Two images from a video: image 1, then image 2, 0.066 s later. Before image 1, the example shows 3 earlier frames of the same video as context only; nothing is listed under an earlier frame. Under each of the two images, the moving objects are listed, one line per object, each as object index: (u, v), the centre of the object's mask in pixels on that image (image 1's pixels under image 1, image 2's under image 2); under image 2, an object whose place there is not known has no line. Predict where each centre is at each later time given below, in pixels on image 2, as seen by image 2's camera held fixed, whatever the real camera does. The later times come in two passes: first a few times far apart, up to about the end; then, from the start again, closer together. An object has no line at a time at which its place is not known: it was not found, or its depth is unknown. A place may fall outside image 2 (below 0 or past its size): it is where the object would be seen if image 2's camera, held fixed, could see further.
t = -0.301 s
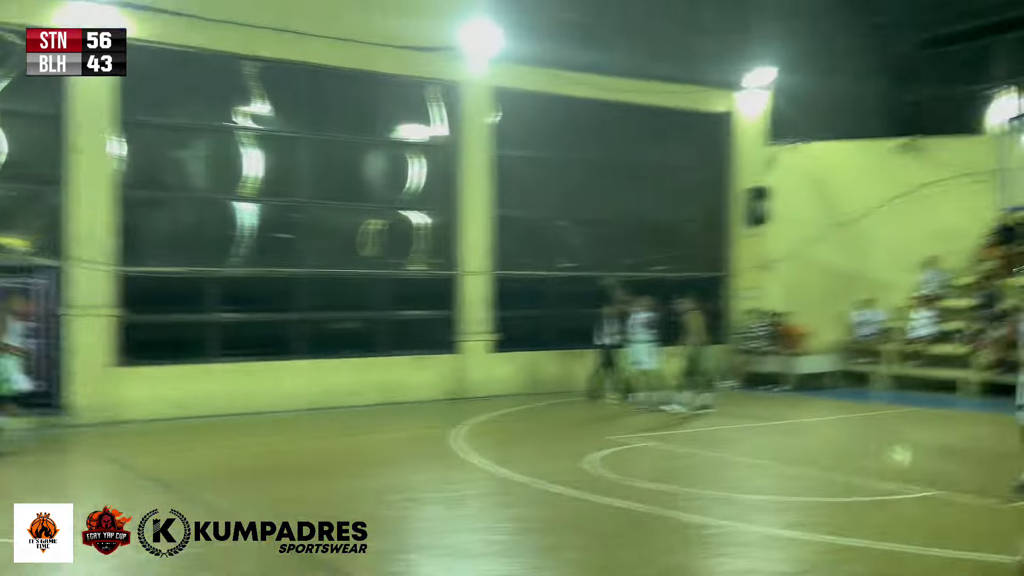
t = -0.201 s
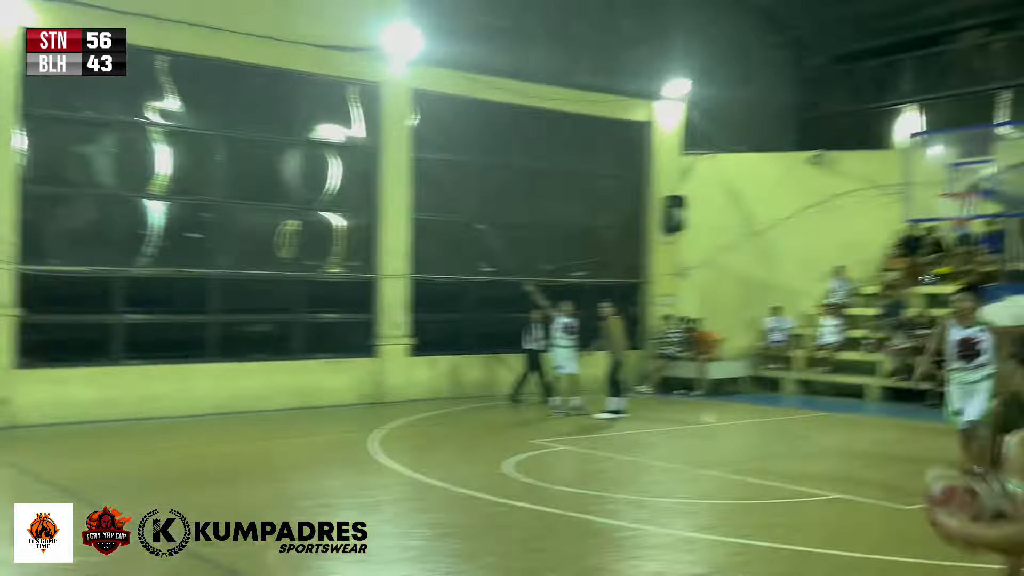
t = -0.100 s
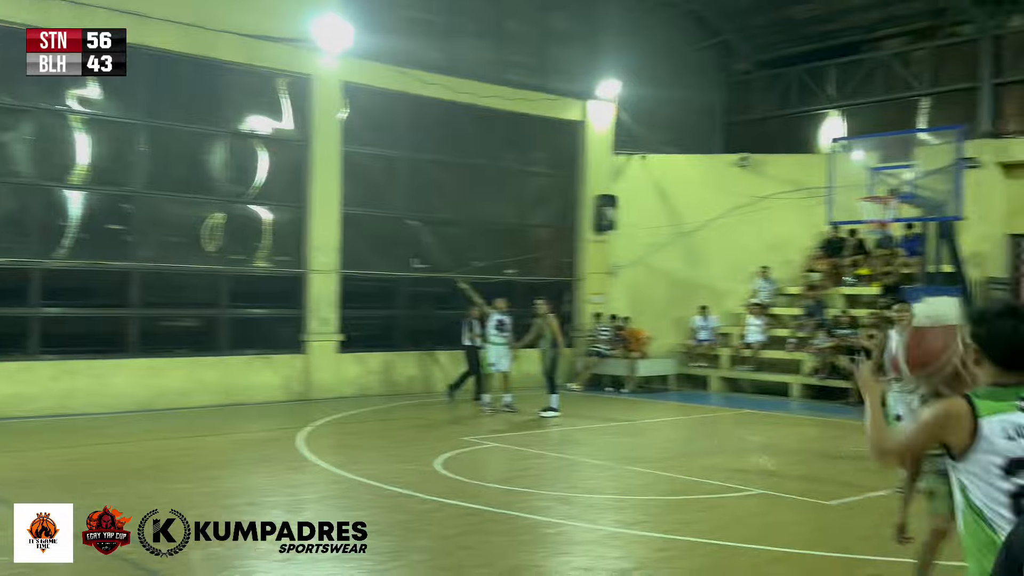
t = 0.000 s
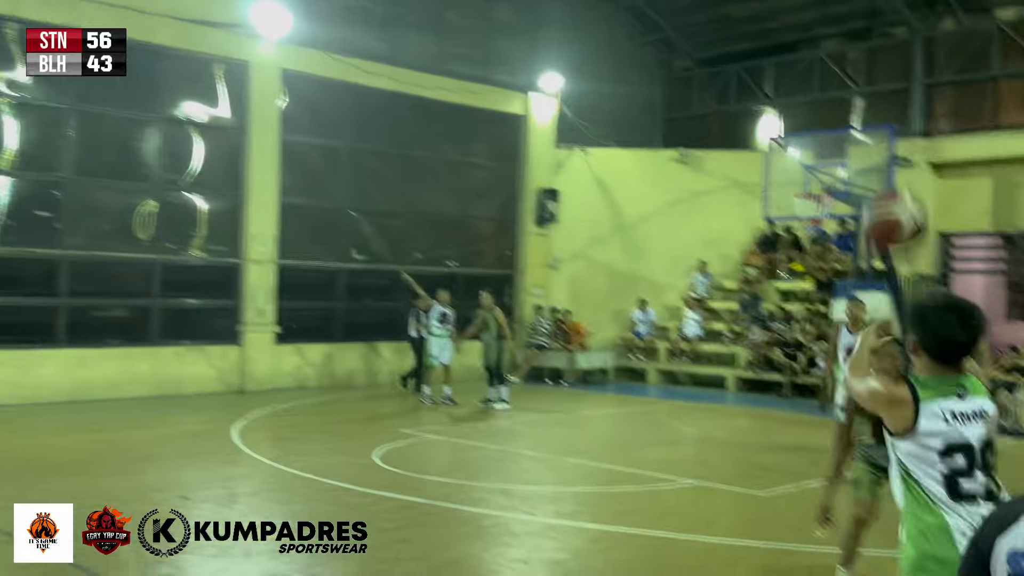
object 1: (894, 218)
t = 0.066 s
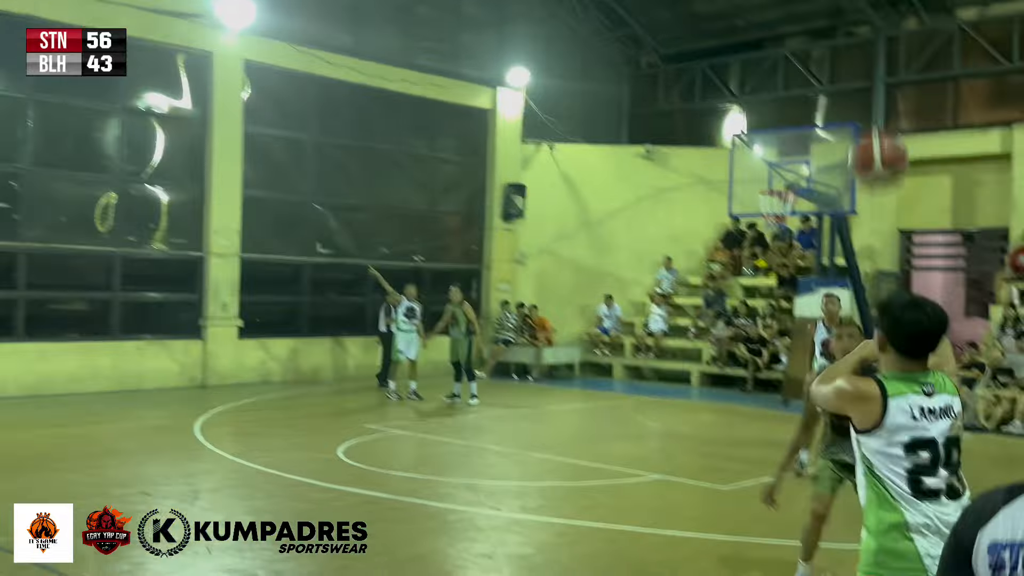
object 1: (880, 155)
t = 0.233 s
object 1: (918, 85)
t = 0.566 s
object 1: (961, 112)
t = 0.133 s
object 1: (897, 118)
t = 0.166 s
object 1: (904, 106)
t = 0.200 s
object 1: (911, 96)
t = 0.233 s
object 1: (918, 85)
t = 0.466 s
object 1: (951, 88)
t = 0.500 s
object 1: (955, 95)
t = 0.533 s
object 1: (959, 103)
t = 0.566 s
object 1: (961, 112)
